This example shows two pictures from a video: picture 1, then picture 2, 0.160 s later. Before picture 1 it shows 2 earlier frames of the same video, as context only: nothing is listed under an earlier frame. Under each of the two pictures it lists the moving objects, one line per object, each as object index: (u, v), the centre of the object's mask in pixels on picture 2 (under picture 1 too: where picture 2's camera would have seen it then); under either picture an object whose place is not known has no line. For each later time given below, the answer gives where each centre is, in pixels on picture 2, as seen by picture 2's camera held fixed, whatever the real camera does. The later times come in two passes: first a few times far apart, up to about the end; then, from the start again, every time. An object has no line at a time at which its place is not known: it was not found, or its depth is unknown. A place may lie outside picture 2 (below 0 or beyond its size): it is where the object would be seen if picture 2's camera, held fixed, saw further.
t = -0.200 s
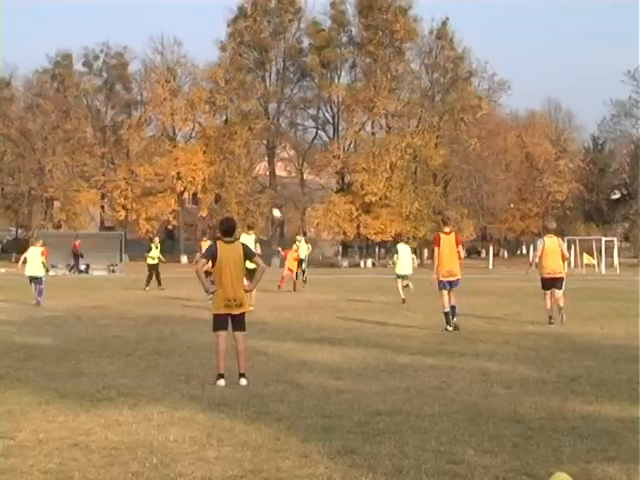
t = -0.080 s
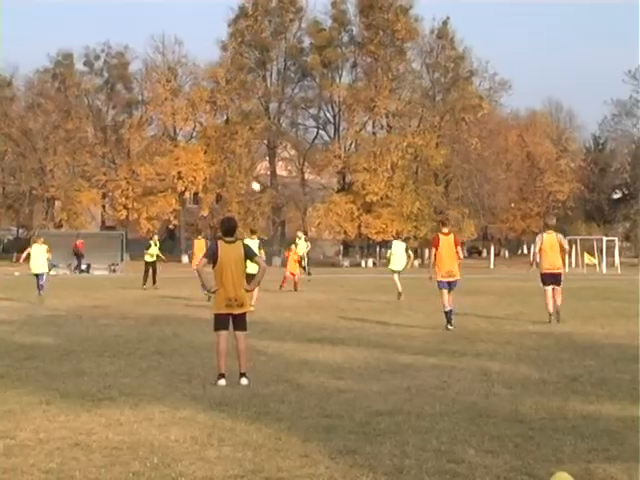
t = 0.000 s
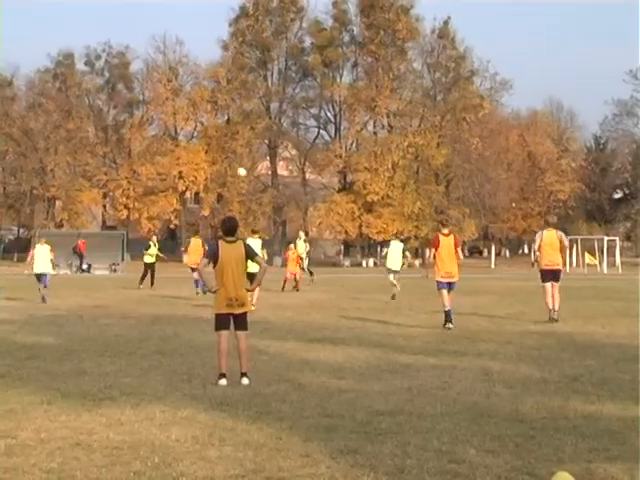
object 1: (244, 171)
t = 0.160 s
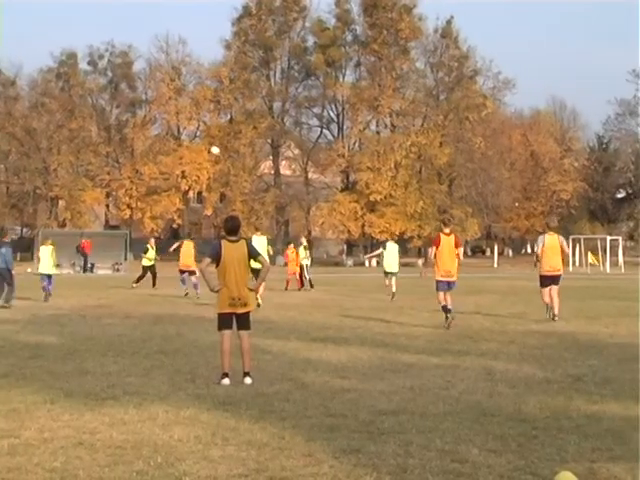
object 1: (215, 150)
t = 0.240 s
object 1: (200, 142)
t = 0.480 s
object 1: (156, 138)
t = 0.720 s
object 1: (113, 156)
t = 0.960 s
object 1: (71, 198)
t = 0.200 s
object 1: (208, 146)
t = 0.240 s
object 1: (200, 142)
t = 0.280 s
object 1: (193, 140)
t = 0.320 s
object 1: (185, 139)
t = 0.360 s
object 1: (178, 137)
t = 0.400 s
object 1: (170, 137)
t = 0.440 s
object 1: (163, 136)
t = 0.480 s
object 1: (156, 138)
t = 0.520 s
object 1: (149, 139)
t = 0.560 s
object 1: (141, 141)
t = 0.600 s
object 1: (134, 144)
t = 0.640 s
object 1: (127, 148)
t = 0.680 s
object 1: (120, 152)
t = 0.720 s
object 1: (113, 156)
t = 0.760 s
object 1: (106, 162)
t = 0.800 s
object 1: (99, 168)
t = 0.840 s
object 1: (92, 174)
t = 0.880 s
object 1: (85, 182)
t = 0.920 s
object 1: (77, 189)
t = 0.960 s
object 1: (71, 198)
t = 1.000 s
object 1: (64, 207)
